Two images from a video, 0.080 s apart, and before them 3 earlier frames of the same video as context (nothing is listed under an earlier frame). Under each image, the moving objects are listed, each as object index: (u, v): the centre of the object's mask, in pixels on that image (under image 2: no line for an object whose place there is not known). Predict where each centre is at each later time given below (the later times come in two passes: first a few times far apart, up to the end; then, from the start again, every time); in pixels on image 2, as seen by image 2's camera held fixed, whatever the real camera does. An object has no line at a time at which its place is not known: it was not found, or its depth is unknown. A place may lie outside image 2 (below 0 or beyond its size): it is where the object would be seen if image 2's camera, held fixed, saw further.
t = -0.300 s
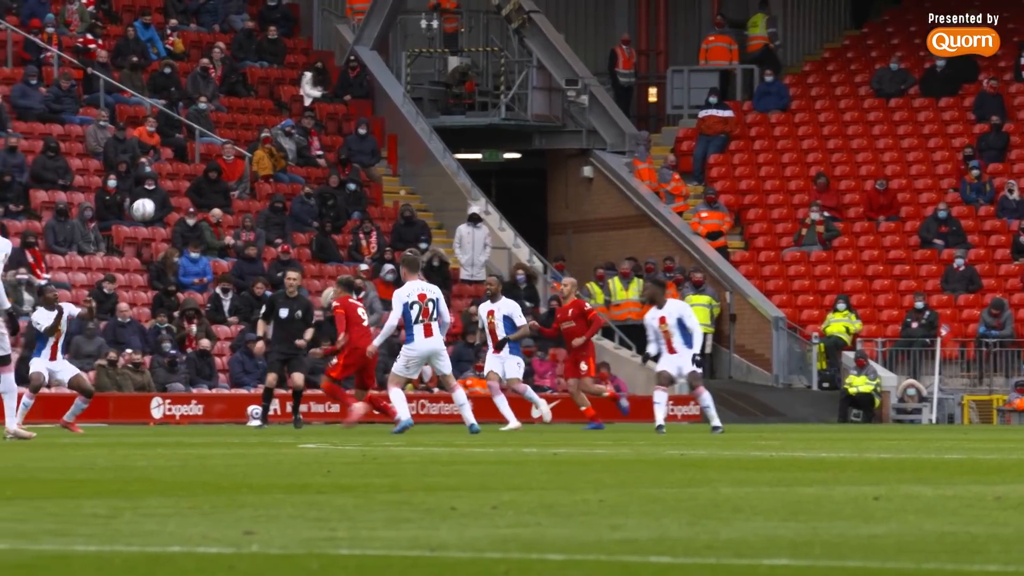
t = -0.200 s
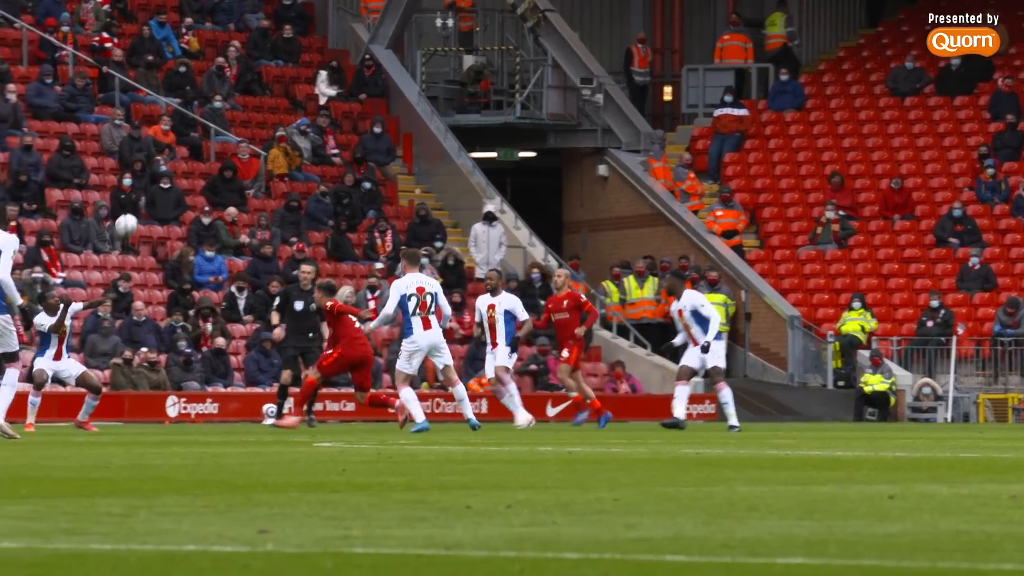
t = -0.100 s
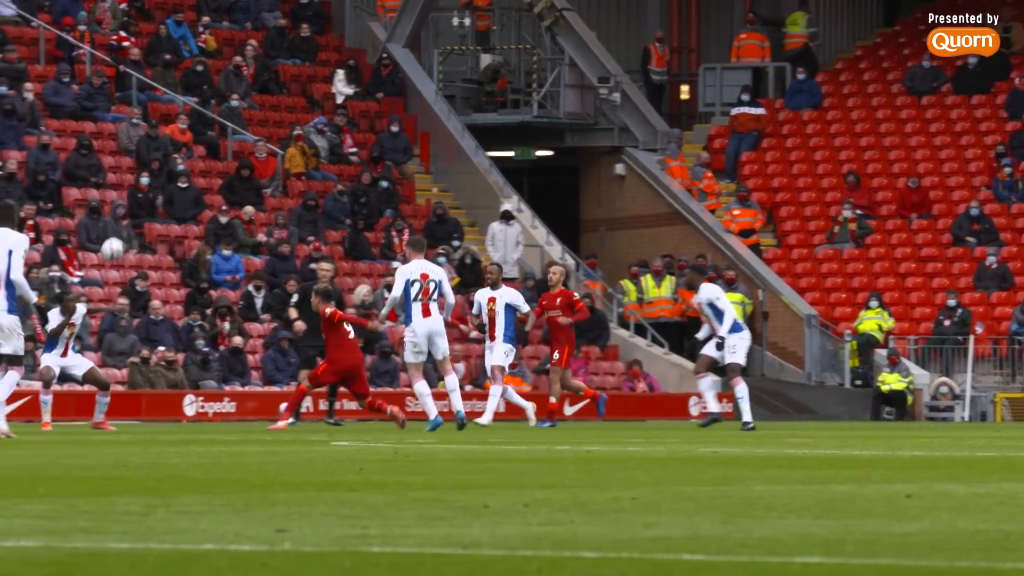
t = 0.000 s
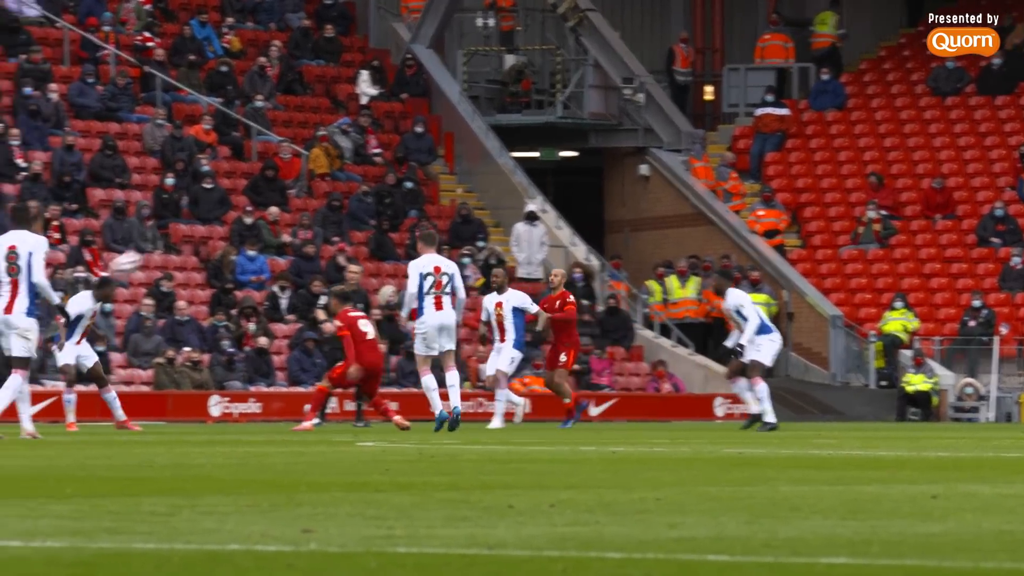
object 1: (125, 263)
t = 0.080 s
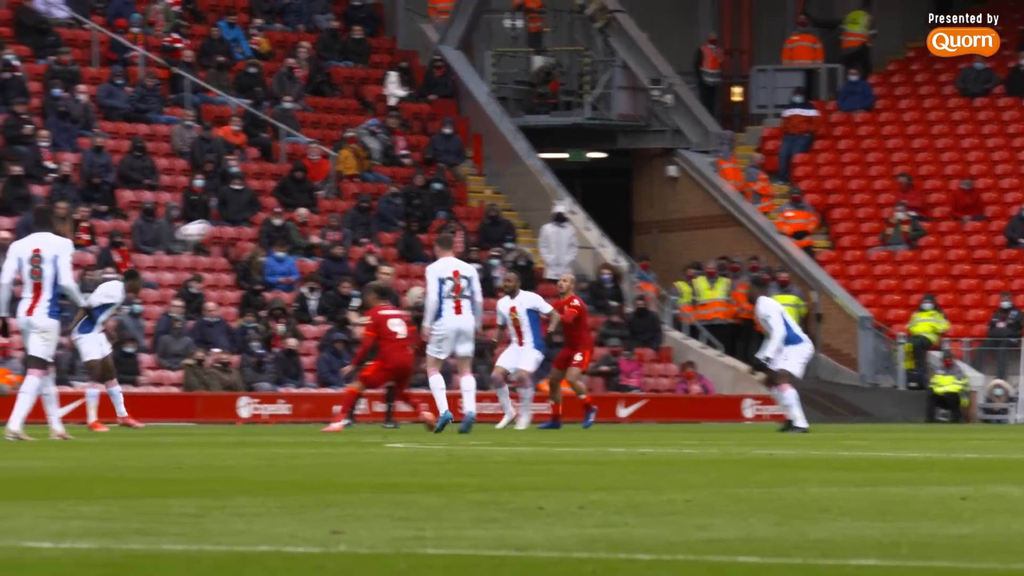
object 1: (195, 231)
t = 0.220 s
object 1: (264, 188)
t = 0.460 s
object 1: (378, 159)
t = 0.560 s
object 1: (425, 164)
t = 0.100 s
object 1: (204, 223)
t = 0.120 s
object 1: (214, 217)
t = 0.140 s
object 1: (224, 211)
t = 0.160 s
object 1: (233, 203)
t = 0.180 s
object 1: (242, 199)
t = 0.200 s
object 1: (252, 193)
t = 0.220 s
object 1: (264, 188)
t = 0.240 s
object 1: (272, 184)
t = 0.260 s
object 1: (282, 180)
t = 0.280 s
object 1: (291, 177)
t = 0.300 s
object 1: (301, 172)
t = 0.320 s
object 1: (310, 170)
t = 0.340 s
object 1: (320, 167)
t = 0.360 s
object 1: (331, 164)
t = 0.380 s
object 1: (342, 161)
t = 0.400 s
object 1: (351, 161)
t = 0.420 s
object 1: (361, 160)
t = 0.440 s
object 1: (370, 159)
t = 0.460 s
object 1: (378, 159)
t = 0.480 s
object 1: (387, 159)
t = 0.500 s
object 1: (397, 160)
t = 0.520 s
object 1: (406, 161)
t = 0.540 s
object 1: (415, 162)
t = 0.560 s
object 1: (425, 164)
